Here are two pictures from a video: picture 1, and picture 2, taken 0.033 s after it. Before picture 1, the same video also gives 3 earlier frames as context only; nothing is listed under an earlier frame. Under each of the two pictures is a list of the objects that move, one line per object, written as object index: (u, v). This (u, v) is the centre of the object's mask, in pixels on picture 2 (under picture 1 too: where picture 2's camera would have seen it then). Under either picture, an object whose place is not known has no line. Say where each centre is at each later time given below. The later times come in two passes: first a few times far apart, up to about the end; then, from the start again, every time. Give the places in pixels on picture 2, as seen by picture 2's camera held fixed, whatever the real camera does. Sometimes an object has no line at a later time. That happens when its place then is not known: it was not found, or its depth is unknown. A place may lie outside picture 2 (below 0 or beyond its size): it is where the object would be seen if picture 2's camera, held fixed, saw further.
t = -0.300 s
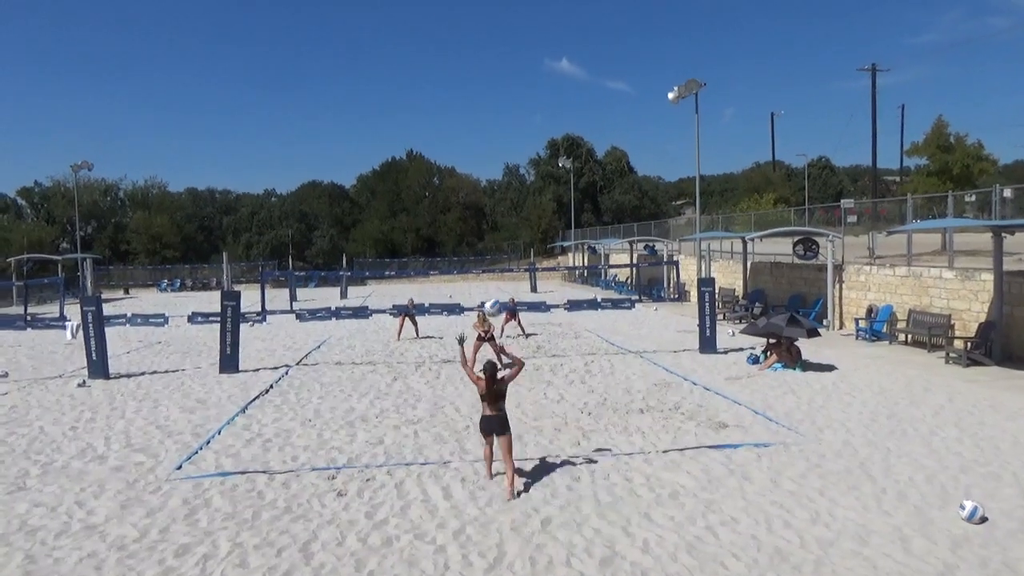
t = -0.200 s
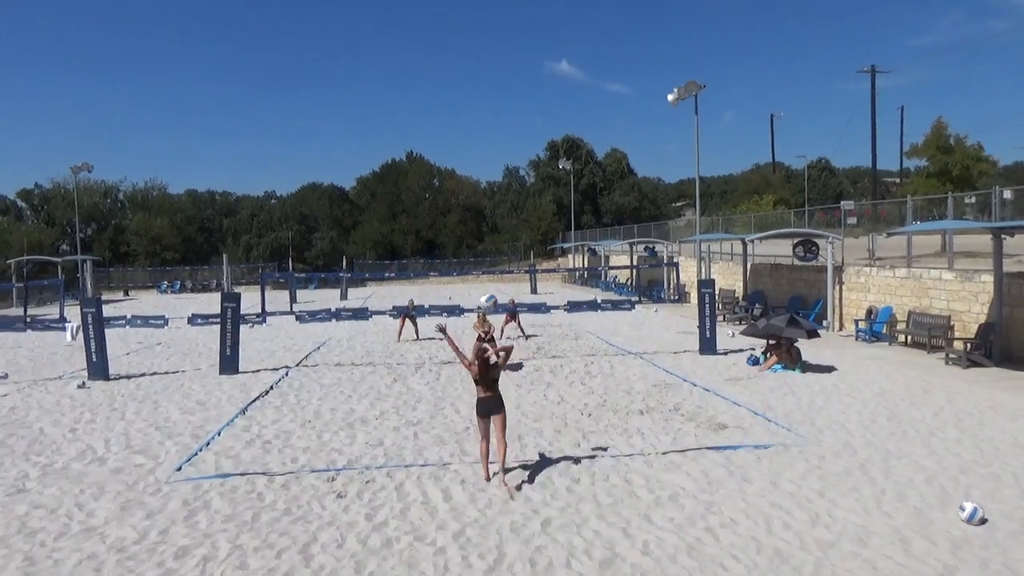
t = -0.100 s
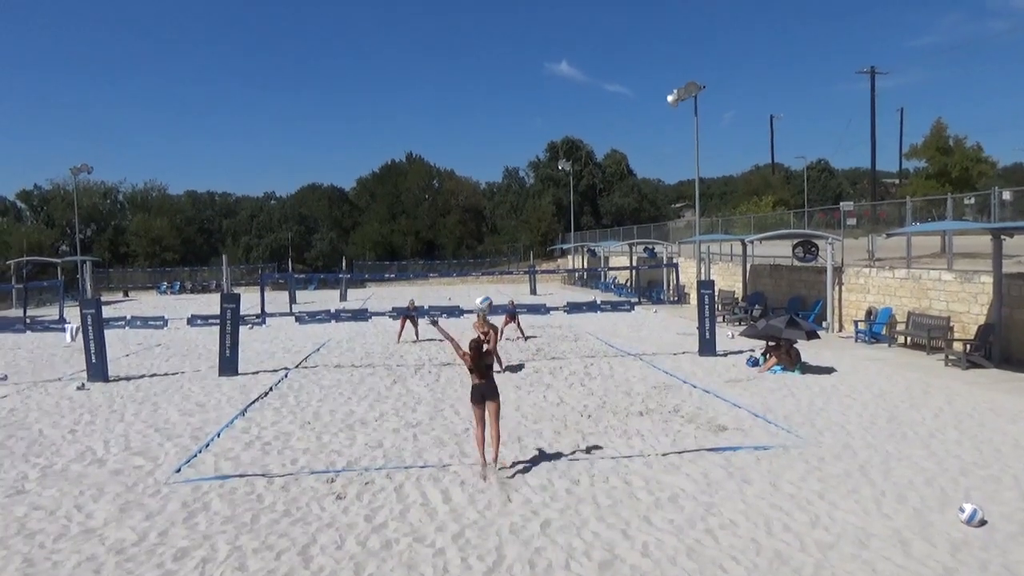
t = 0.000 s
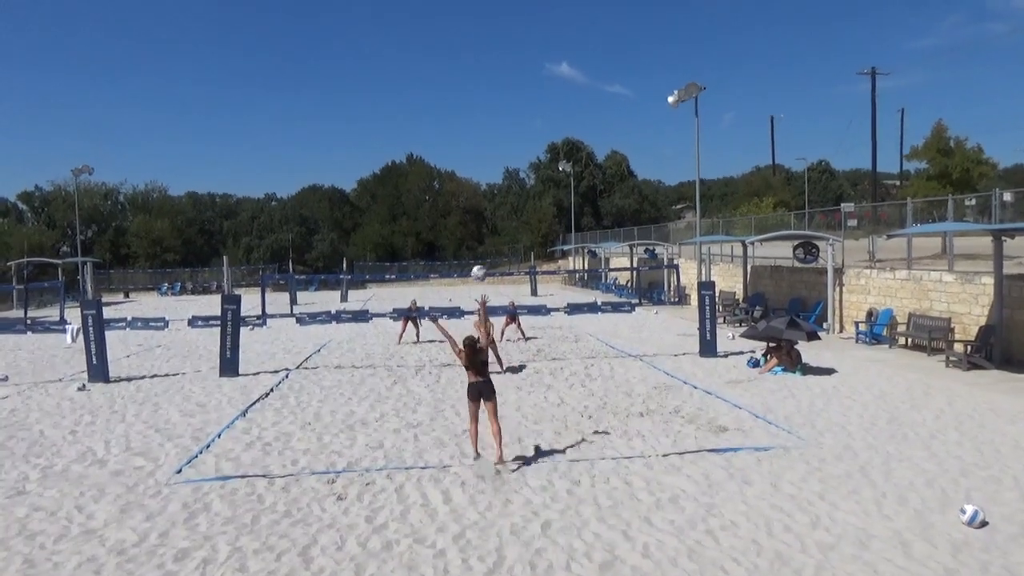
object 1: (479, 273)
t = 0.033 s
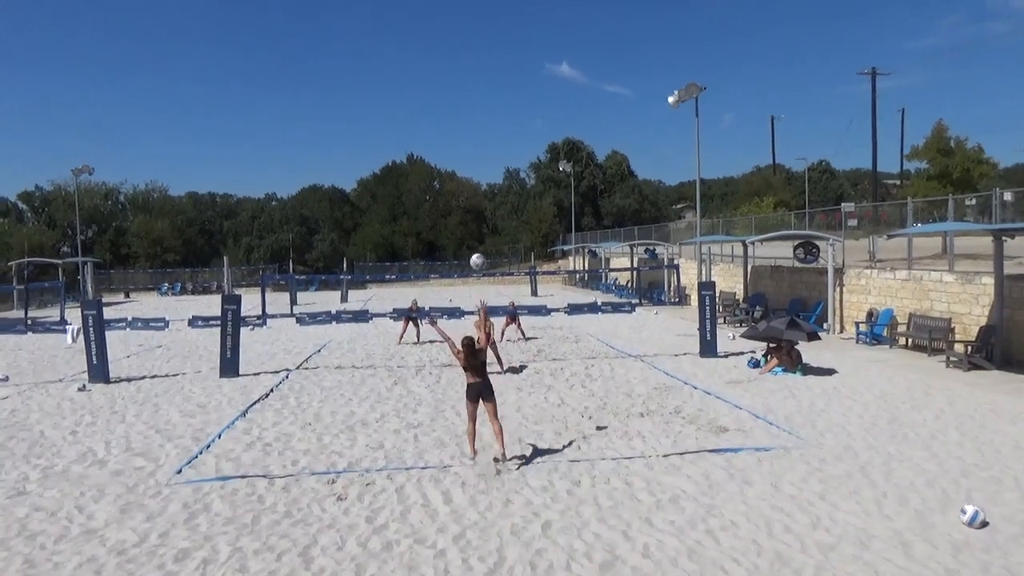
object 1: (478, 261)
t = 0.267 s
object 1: (471, 213)
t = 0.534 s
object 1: (467, 210)
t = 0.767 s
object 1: (465, 234)
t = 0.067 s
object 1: (476, 251)
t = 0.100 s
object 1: (475, 242)
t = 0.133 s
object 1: (474, 234)
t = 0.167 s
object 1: (473, 227)
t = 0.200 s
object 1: (472, 222)
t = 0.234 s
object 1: (471, 217)
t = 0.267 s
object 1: (471, 213)
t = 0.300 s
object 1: (470, 210)
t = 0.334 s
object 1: (469, 208)
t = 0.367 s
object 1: (469, 207)
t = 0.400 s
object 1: (469, 206)
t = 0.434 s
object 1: (468, 206)
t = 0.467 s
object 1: (468, 207)
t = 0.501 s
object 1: (468, 208)
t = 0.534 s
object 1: (467, 210)
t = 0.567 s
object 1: (467, 212)
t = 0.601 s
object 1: (467, 214)
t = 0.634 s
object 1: (467, 217)
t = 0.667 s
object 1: (466, 221)
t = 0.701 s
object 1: (466, 225)
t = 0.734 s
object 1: (466, 229)
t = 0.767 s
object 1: (465, 234)
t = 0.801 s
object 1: (465, 239)
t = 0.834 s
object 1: (465, 245)
